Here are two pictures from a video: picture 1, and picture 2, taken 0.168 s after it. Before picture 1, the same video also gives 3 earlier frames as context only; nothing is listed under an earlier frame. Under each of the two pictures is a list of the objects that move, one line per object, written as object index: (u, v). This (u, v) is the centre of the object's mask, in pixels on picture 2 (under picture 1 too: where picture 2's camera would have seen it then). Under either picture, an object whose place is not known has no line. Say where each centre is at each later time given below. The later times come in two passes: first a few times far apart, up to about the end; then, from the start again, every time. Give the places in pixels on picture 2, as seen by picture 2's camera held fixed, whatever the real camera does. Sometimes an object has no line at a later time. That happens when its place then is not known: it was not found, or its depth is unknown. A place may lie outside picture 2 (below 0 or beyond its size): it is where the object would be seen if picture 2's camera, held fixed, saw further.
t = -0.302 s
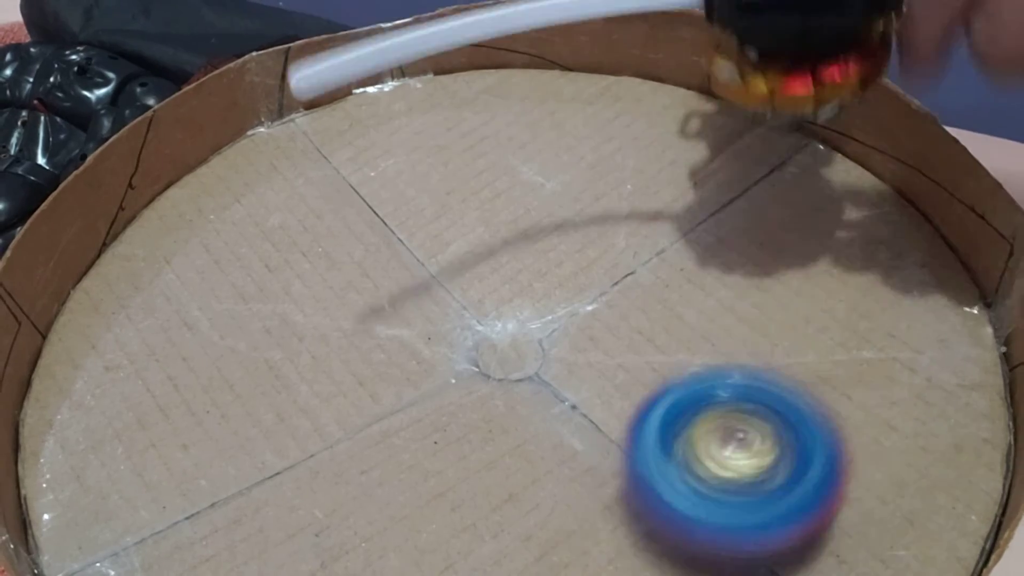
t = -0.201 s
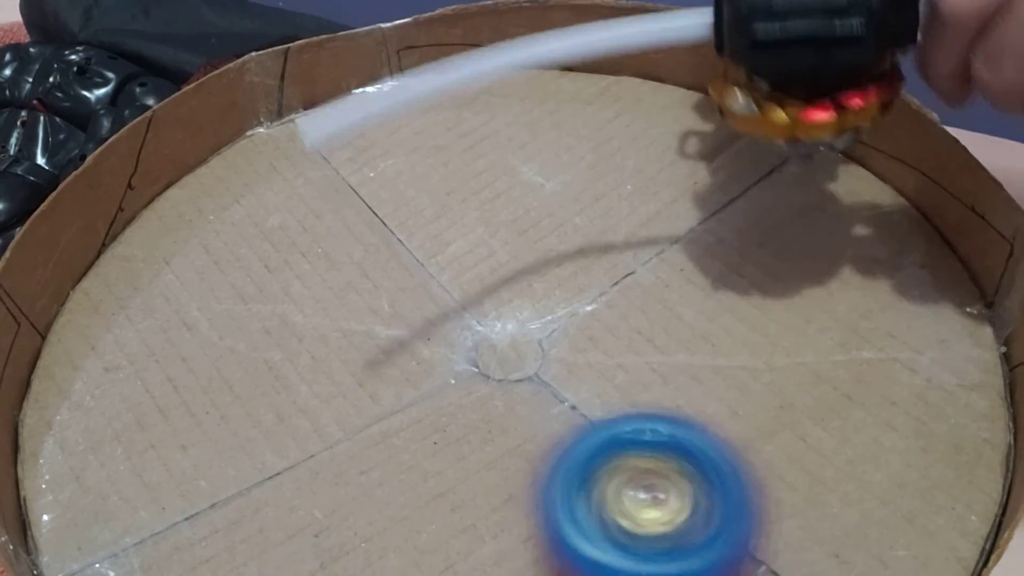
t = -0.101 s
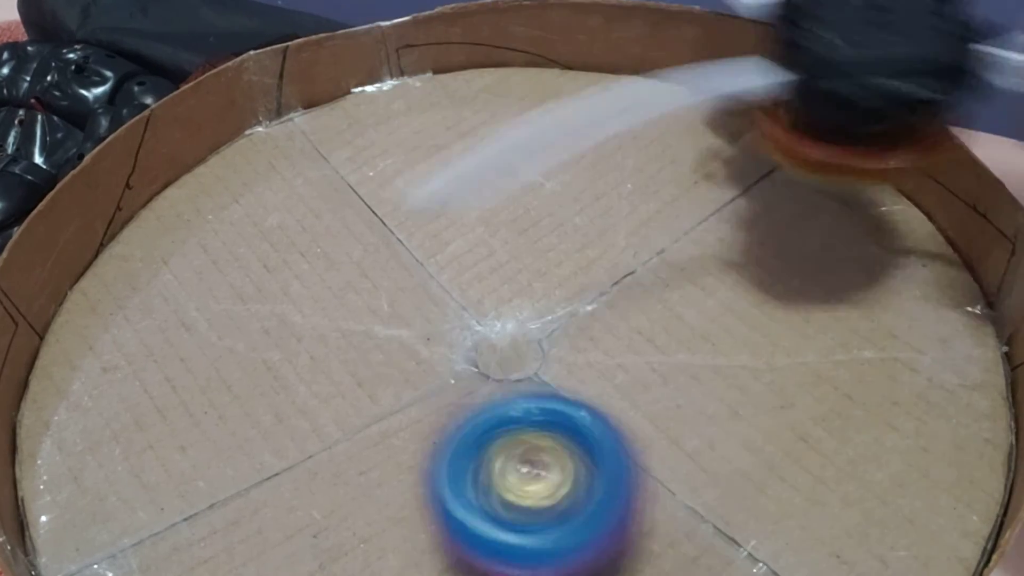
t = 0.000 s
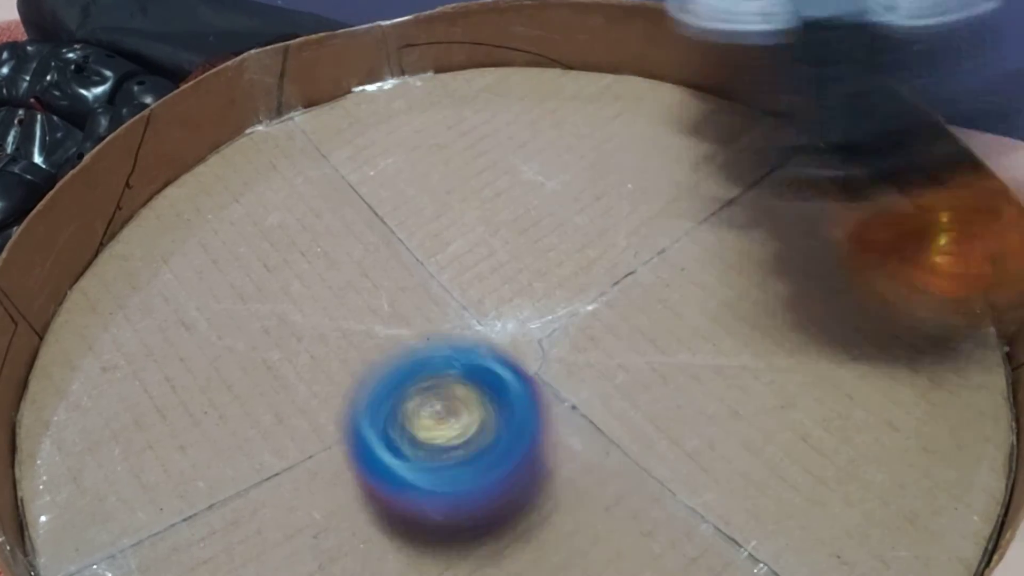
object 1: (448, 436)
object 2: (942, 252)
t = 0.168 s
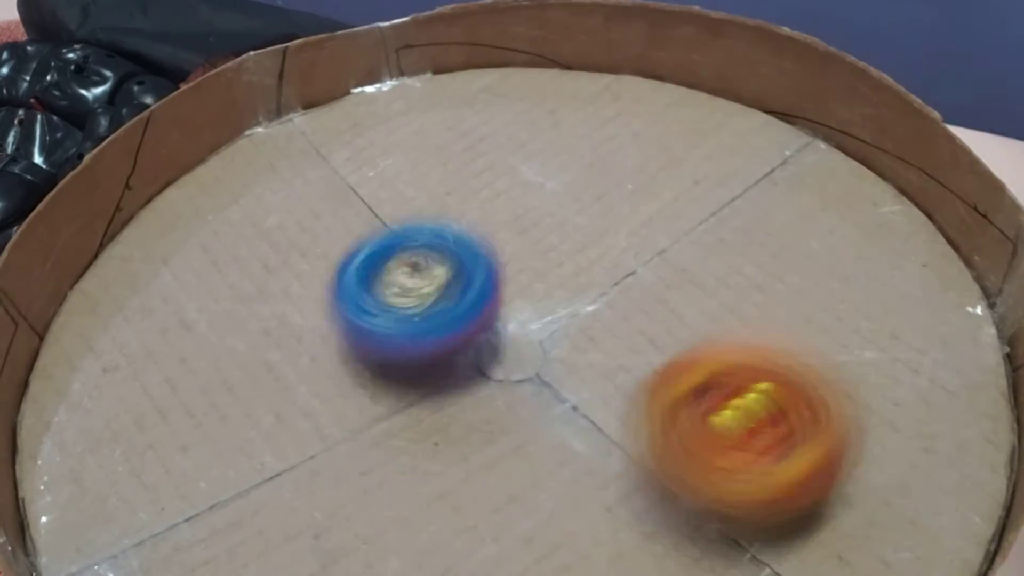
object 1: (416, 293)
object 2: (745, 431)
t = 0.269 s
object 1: (481, 223)
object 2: (563, 496)
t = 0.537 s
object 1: (663, 244)
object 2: (227, 294)
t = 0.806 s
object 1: (671, 330)
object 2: (402, 105)
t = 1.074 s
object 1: (564, 437)
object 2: (694, 219)
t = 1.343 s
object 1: (447, 352)
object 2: (678, 516)
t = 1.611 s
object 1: (542, 264)
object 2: (290, 535)
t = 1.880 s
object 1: (623, 311)
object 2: (338, 316)
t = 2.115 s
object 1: (630, 413)
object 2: (623, 211)
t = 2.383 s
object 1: (580, 437)
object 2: (837, 332)
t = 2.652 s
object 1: (531, 384)
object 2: (692, 521)
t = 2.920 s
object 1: (541, 282)
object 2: (409, 394)
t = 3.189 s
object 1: (693, 218)
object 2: (355, 192)
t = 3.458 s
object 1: (839, 176)
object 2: (302, 112)
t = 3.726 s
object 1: (831, 172)
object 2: (449, 192)
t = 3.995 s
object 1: (702, 216)
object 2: (554, 411)
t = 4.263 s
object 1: (487, 298)
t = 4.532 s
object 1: (410, 304)
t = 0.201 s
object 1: (435, 268)
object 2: (695, 471)
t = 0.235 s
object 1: (456, 240)
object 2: (630, 491)
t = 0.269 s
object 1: (481, 223)
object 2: (563, 496)
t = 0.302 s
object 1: (505, 216)
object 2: (491, 495)
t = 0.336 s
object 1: (531, 215)
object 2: (432, 488)
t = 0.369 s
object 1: (558, 215)
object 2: (379, 473)
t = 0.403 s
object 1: (589, 220)
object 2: (327, 445)
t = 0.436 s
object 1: (619, 224)
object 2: (280, 414)
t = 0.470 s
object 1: (641, 230)
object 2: (249, 379)
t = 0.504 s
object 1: (654, 236)
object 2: (235, 338)
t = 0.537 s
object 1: (663, 244)
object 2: (227, 294)
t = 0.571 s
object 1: (667, 251)
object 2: (233, 253)
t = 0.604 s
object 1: (670, 259)
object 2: (246, 222)
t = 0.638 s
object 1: (673, 269)
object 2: (264, 193)
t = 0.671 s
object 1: (673, 277)
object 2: (289, 164)
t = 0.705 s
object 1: (674, 288)
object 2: (317, 140)
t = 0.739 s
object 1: (675, 303)
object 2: (345, 119)
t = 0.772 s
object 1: (674, 318)
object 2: (371, 108)
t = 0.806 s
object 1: (671, 330)
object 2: (402, 105)
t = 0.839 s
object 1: (665, 344)
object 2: (434, 107)
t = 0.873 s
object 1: (658, 359)
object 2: (472, 115)
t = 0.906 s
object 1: (651, 373)
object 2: (510, 127)
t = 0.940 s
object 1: (640, 395)
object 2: (548, 144)
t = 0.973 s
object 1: (627, 419)
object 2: (585, 159)
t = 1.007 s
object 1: (612, 431)
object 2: (623, 177)
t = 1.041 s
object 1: (588, 435)
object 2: (660, 196)
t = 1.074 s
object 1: (564, 437)
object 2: (694, 219)
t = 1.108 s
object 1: (545, 434)
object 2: (713, 245)
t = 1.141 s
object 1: (527, 428)
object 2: (726, 283)
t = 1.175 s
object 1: (507, 419)
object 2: (734, 324)
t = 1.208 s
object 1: (489, 406)
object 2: (731, 366)
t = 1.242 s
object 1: (475, 392)
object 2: (727, 407)
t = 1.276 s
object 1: (463, 378)
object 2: (715, 460)
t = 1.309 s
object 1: (453, 365)
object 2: (703, 500)
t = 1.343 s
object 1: (447, 352)
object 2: (678, 516)
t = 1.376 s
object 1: (444, 336)
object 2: (638, 528)
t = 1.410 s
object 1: (443, 320)
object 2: (592, 537)
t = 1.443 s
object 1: (446, 305)
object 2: (535, 545)
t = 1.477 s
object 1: (455, 293)
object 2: (476, 551)
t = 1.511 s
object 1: (469, 280)
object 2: (417, 553)
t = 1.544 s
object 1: (486, 270)
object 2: (363, 550)
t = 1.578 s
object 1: (511, 266)
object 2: (321, 545)
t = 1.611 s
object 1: (542, 264)
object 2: (290, 535)
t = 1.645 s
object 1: (572, 266)
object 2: (266, 522)
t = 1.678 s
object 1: (596, 268)
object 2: (251, 508)
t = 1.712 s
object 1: (606, 272)
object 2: (241, 488)
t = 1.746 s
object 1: (610, 276)
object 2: (241, 454)
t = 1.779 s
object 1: (613, 283)
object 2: (247, 417)
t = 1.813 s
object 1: (616, 291)
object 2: (265, 381)
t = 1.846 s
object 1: (620, 300)
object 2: (296, 347)
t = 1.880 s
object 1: (623, 311)
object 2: (338, 316)
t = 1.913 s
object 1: (620, 320)
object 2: (383, 288)
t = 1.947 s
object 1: (618, 327)
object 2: (428, 265)
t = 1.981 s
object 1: (617, 333)
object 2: (472, 249)
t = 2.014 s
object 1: (614, 339)
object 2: (514, 235)
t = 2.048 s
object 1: (620, 358)
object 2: (546, 223)
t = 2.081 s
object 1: (625, 382)
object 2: (583, 216)
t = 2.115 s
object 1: (630, 413)
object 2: (623, 211)
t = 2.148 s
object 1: (631, 427)
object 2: (661, 208)
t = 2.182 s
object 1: (624, 437)
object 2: (693, 213)
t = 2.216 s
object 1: (608, 439)
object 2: (722, 225)
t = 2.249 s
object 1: (600, 439)
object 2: (749, 241)
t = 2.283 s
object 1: (596, 440)
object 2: (775, 261)
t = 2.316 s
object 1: (593, 441)
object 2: (798, 279)
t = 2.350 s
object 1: (588, 438)
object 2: (823, 306)
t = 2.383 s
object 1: (580, 437)
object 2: (837, 332)
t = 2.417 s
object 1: (573, 434)
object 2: (843, 360)
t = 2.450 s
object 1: (567, 431)
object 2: (839, 388)
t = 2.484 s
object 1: (560, 427)
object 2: (827, 423)
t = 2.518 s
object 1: (552, 420)
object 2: (809, 459)
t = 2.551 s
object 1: (546, 412)
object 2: (786, 486)
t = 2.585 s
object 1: (538, 404)
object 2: (762, 505)
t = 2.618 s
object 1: (533, 393)
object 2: (733, 517)
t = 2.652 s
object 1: (531, 384)
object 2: (692, 521)
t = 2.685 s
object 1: (530, 376)
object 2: (657, 520)
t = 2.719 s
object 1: (529, 364)
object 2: (609, 513)
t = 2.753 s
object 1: (529, 348)
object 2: (565, 503)
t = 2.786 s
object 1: (528, 336)
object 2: (524, 492)
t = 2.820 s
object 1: (529, 320)
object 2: (488, 477)
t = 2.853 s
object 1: (528, 306)
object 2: (459, 450)
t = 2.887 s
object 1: (533, 293)
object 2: (432, 416)
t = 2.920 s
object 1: (541, 282)
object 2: (409, 394)
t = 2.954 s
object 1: (554, 273)
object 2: (391, 361)
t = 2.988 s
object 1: (570, 263)
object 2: (384, 333)
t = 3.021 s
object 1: (586, 254)
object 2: (391, 298)
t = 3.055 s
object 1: (604, 245)
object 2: (404, 270)
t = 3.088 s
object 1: (614, 239)
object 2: (424, 248)
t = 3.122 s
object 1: (616, 238)
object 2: (441, 226)
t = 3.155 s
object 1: (653, 227)
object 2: (390, 207)
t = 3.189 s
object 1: (693, 218)
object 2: (355, 192)
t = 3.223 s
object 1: (724, 209)
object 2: (326, 175)
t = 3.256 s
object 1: (750, 204)
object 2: (304, 159)
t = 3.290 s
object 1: (773, 196)
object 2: (286, 141)
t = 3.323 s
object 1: (794, 192)
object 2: (269, 125)
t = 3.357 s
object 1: (812, 185)
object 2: (263, 116)
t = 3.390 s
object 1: (823, 181)
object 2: (277, 115)
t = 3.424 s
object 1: (832, 178)
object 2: (288, 111)
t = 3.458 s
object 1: (839, 176)
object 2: (302, 112)
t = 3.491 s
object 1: (842, 174)
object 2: (314, 108)
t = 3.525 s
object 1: (845, 172)
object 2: (325, 103)
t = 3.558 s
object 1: (847, 171)
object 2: (339, 104)
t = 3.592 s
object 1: (847, 171)
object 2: (358, 114)
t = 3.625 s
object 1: (846, 171)
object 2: (379, 129)
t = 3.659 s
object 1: (843, 171)
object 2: (401, 147)
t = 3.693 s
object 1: (838, 172)
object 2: (423, 169)
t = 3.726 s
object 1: (831, 172)
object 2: (449, 192)
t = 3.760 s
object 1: (826, 173)
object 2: (473, 219)
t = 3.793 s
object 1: (818, 175)
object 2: (499, 244)
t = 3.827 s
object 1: (809, 178)
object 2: (521, 270)
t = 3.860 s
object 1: (795, 184)
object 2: (543, 299)
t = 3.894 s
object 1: (776, 191)
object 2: (558, 327)
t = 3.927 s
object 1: (754, 196)
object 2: (562, 354)
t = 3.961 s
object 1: (728, 207)
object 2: (559, 387)
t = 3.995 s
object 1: (702, 216)
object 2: (554, 411)
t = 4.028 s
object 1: (678, 226)
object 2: (547, 435)
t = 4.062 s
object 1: (647, 238)
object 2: (542, 464)
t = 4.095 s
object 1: (612, 250)
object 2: (536, 482)
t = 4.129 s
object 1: (577, 261)
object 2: (531, 500)
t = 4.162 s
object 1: (551, 272)
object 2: (525, 514)
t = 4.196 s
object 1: (526, 280)
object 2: (520, 526)
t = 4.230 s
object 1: (503, 290)
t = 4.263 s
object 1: (487, 298)
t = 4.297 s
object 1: (474, 301)
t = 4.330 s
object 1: (459, 302)
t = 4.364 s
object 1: (441, 305)
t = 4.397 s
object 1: (429, 307)
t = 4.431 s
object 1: (423, 309)
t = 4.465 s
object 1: (418, 307)
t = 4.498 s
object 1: (413, 304)
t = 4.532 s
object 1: (410, 304)
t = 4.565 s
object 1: (409, 306)
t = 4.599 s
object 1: (407, 307)
